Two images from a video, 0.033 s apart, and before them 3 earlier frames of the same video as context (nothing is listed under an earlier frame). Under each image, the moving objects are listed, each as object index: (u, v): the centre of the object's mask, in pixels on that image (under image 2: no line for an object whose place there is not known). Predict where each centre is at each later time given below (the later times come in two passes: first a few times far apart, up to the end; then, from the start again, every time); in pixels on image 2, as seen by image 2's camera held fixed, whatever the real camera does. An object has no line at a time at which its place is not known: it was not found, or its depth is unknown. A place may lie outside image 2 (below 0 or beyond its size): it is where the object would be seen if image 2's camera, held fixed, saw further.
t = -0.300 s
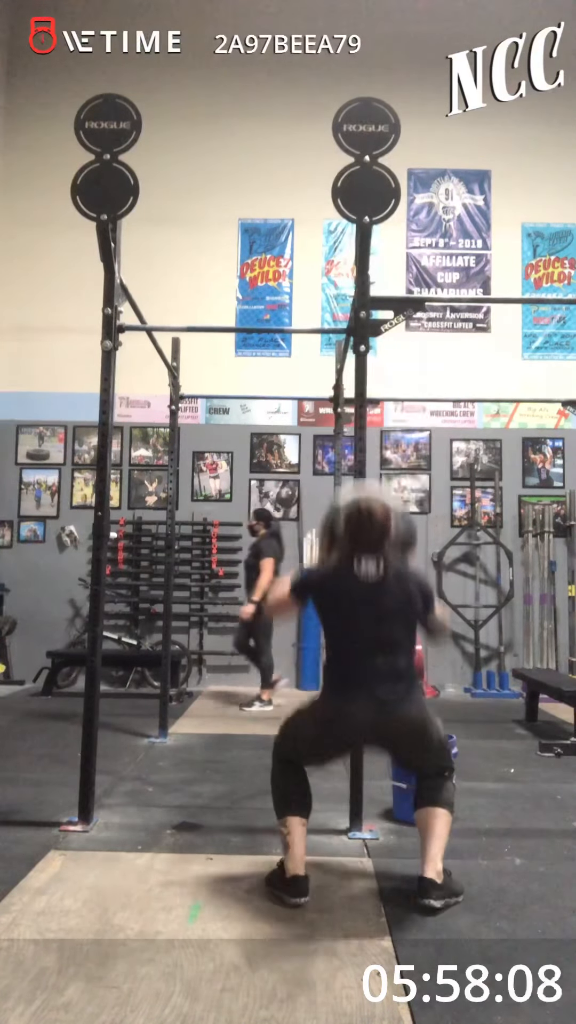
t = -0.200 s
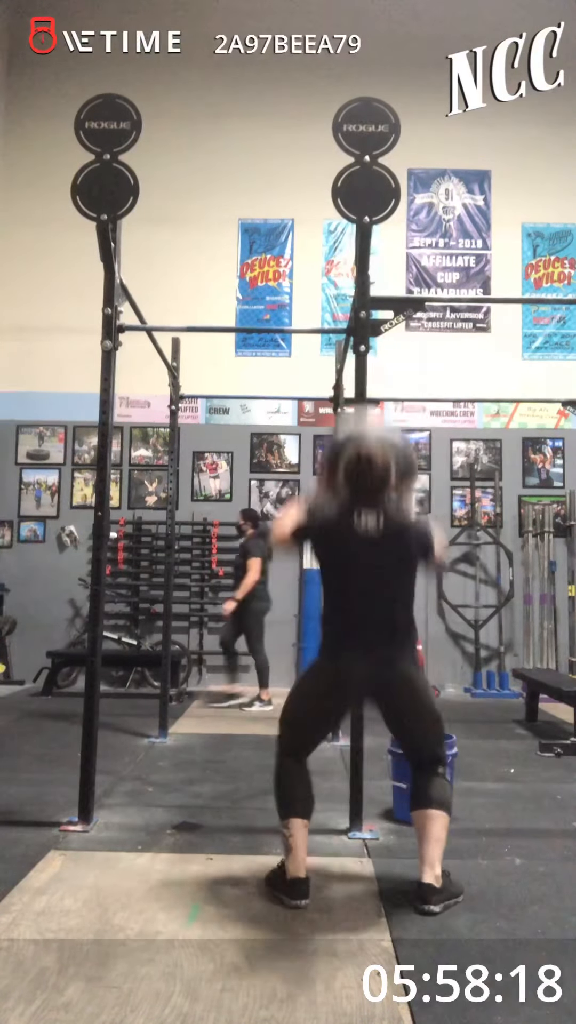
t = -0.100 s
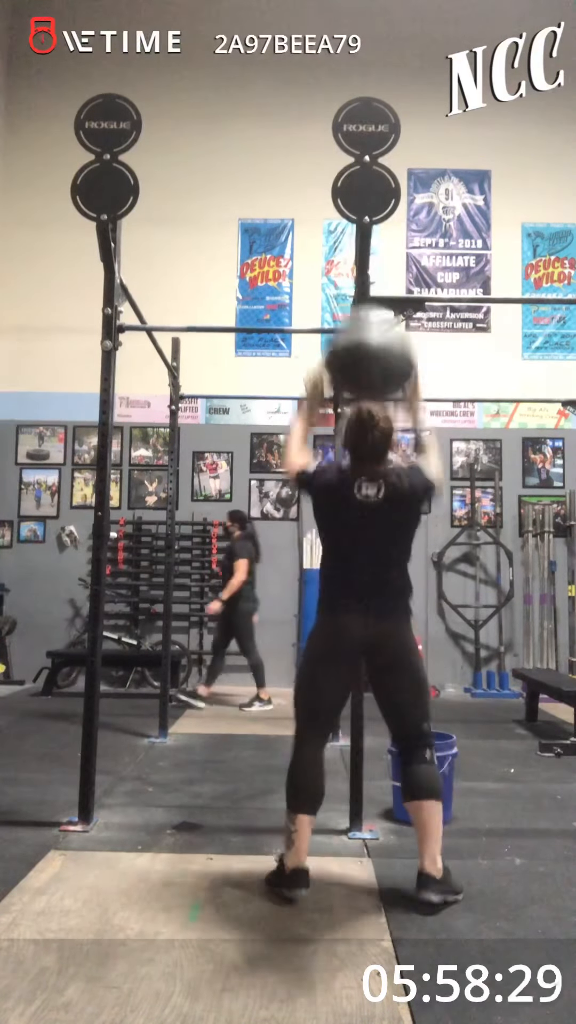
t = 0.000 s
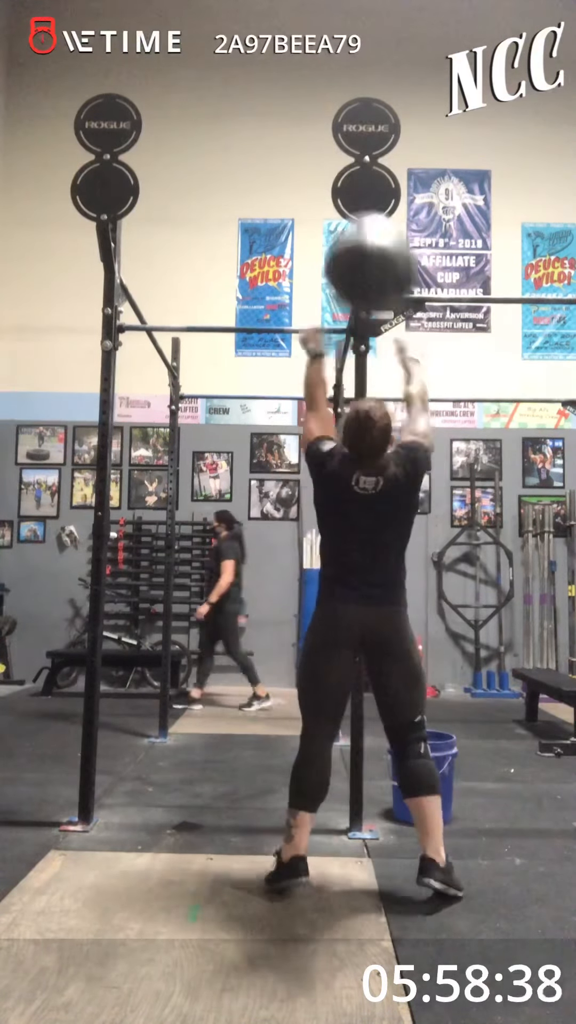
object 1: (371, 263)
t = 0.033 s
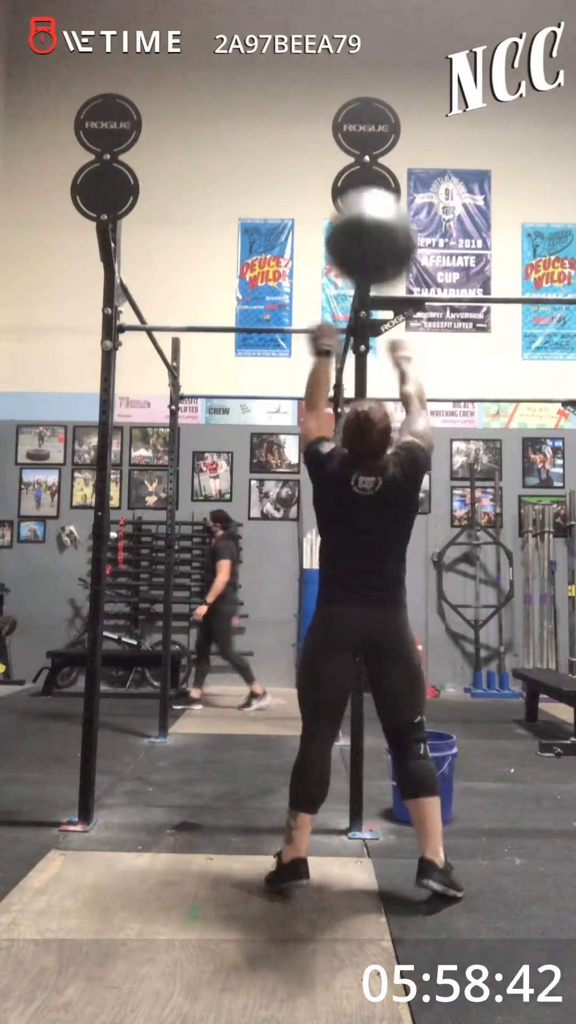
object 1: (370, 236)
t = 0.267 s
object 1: (373, 143)
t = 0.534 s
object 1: (374, 162)
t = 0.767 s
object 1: (376, 305)
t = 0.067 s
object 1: (370, 214)
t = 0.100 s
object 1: (372, 195)
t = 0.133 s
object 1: (372, 180)
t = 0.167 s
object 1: (372, 167)
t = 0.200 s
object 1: (372, 155)
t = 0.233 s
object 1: (372, 148)
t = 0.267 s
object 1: (373, 143)
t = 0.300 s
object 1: (373, 140)
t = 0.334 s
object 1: (373, 139)
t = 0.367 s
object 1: (373, 140)
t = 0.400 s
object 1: (373, 143)
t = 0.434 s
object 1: (372, 145)
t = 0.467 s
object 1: (373, 151)
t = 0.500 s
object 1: (373, 156)
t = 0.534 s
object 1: (374, 162)
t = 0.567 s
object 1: (373, 175)
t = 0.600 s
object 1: (374, 188)
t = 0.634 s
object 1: (373, 204)
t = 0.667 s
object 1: (373, 223)
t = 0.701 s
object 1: (375, 245)
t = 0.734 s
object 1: (376, 274)
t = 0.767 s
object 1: (376, 305)
